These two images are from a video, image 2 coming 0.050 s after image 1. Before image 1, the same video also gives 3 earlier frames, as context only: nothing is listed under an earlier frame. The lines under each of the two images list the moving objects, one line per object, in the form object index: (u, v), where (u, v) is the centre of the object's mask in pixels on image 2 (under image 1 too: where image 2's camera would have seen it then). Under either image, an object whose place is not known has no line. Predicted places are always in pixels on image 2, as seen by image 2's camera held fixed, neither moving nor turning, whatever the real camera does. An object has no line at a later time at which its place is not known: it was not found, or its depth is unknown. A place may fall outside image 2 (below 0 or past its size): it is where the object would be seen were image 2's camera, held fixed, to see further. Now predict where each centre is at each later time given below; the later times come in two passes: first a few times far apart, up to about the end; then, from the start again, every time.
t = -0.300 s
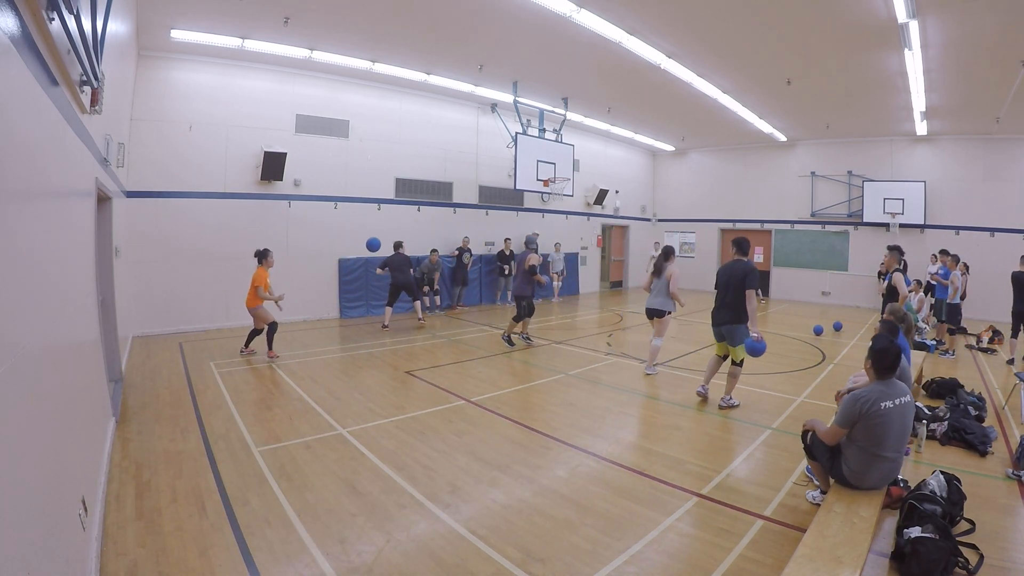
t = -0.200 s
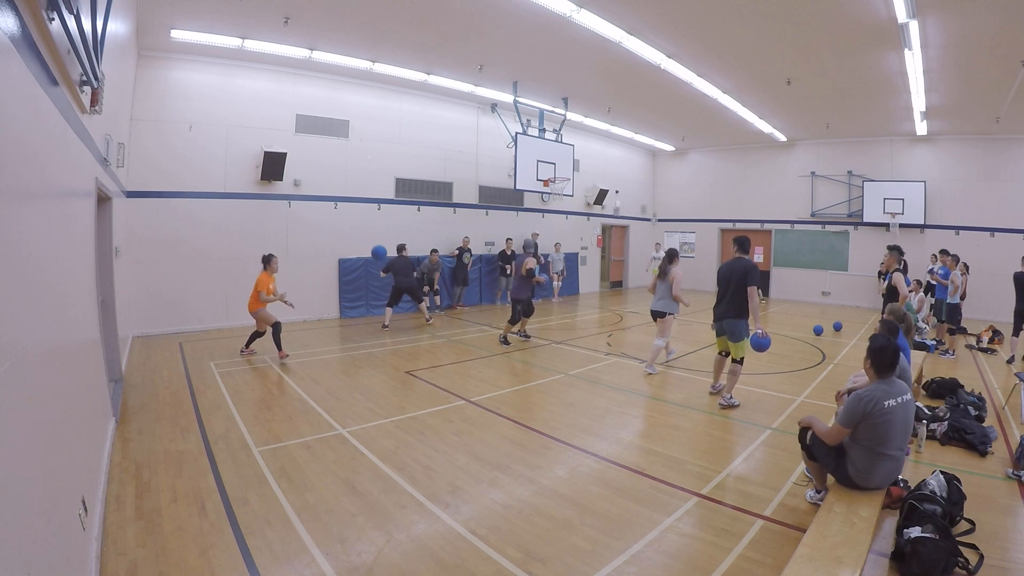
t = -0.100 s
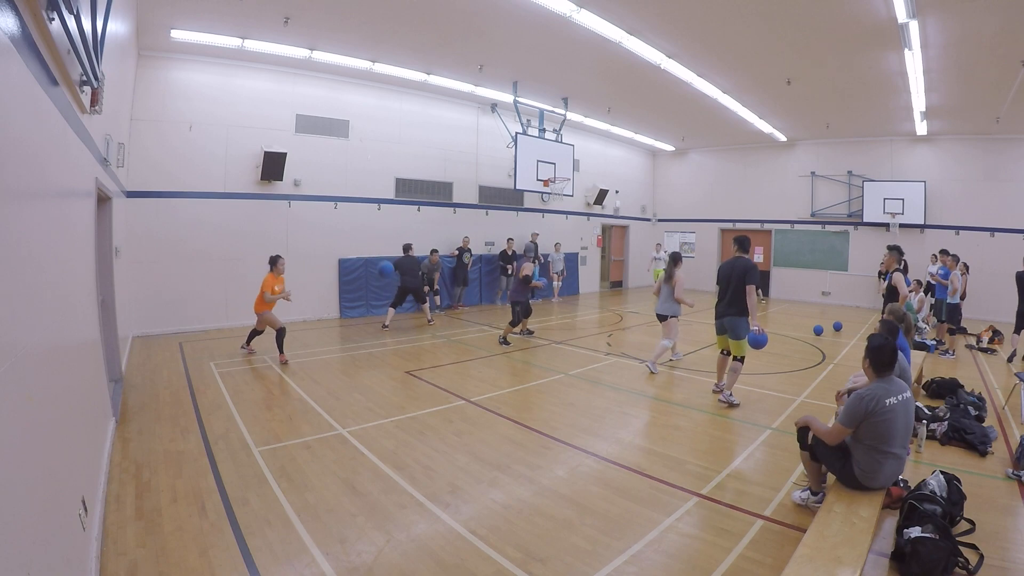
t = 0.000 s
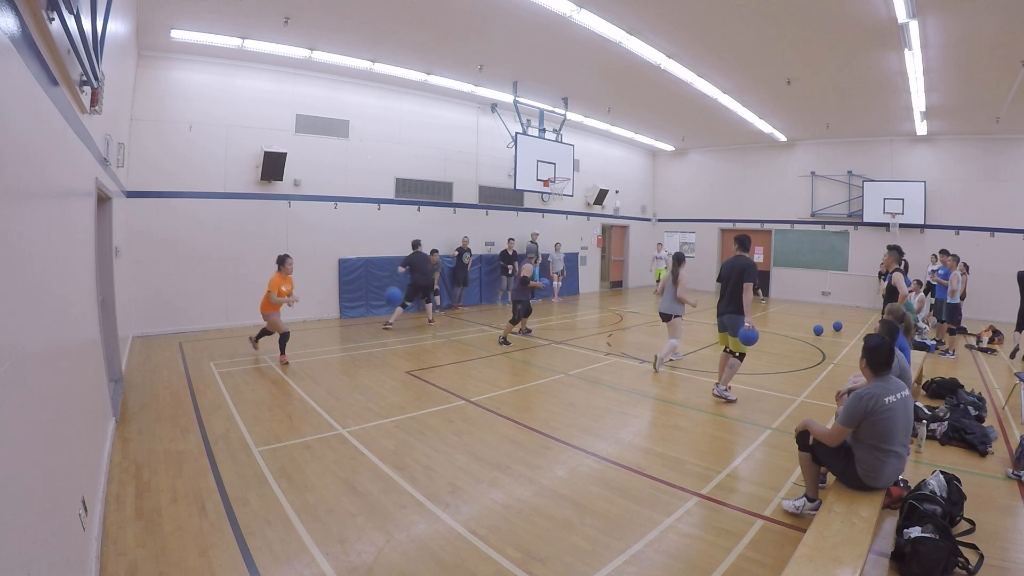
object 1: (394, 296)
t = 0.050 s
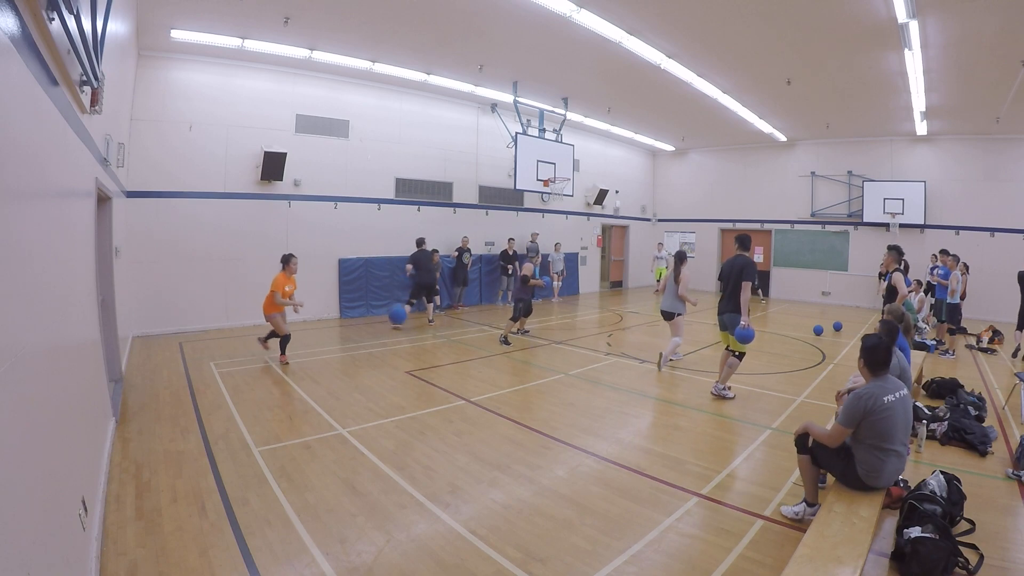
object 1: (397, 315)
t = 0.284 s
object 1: (424, 381)
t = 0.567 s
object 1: (464, 349)
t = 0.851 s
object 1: (506, 396)
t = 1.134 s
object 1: (550, 393)
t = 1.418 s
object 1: (594, 411)
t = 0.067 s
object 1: (399, 321)
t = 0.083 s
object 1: (400, 328)
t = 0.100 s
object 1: (402, 335)
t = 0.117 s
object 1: (404, 342)
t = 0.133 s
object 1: (406, 350)
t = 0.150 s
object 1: (407, 359)
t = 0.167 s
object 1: (409, 367)
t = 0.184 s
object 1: (411, 376)
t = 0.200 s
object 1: (413, 386)
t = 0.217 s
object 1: (415, 396)
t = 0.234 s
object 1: (417, 394)
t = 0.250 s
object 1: (419, 389)
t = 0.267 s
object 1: (422, 385)
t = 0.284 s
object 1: (424, 381)
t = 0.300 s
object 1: (426, 377)
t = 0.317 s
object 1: (428, 373)
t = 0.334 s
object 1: (431, 370)
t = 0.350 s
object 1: (433, 367)
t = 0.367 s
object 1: (435, 364)
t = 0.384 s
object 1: (438, 362)
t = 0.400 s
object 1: (440, 359)
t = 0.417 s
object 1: (442, 357)
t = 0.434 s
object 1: (445, 355)
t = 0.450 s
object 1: (447, 354)
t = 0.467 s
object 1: (449, 352)
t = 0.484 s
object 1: (452, 351)
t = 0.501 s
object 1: (454, 350)
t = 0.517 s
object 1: (457, 349)
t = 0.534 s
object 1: (459, 349)
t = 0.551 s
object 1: (462, 349)
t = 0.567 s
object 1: (464, 349)
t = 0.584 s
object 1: (466, 350)
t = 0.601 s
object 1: (469, 351)
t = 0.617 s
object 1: (472, 352)
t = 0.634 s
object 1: (474, 353)
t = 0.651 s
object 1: (476, 355)
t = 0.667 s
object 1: (479, 357)
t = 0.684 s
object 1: (481, 359)
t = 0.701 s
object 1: (484, 361)
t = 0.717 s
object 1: (486, 364)
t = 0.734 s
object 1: (489, 367)
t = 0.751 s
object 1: (491, 370)
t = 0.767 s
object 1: (494, 374)
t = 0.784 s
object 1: (496, 378)
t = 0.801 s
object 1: (499, 381)
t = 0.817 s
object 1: (501, 386)
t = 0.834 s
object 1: (504, 391)
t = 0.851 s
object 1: (506, 396)
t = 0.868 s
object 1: (509, 401)
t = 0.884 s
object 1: (511, 407)
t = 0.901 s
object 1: (514, 408)
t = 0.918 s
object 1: (516, 405)
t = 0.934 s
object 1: (519, 402)
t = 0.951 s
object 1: (521, 400)
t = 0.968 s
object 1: (524, 398)
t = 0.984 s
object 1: (526, 396)
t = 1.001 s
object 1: (529, 395)
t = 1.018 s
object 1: (532, 393)
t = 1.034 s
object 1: (534, 393)
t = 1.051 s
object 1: (537, 392)
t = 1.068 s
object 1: (540, 391)
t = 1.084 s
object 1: (542, 391)
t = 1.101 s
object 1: (545, 391)
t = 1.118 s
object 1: (547, 392)
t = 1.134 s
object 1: (550, 393)
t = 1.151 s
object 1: (552, 394)
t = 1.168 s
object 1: (555, 395)
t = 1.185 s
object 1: (558, 396)
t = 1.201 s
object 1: (560, 398)
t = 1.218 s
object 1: (563, 400)
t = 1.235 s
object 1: (565, 403)
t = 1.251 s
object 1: (568, 405)
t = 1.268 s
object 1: (571, 408)
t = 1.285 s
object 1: (573, 412)
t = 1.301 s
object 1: (576, 415)
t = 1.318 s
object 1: (578, 418)
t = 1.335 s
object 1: (581, 417)
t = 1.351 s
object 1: (584, 415)
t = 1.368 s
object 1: (586, 413)
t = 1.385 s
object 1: (588, 412)
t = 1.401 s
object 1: (591, 412)
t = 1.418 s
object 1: (594, 411)
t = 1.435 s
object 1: (596, 411)
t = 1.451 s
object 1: (598, 411)
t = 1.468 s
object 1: (601, 411)
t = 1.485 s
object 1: (603, 412)
